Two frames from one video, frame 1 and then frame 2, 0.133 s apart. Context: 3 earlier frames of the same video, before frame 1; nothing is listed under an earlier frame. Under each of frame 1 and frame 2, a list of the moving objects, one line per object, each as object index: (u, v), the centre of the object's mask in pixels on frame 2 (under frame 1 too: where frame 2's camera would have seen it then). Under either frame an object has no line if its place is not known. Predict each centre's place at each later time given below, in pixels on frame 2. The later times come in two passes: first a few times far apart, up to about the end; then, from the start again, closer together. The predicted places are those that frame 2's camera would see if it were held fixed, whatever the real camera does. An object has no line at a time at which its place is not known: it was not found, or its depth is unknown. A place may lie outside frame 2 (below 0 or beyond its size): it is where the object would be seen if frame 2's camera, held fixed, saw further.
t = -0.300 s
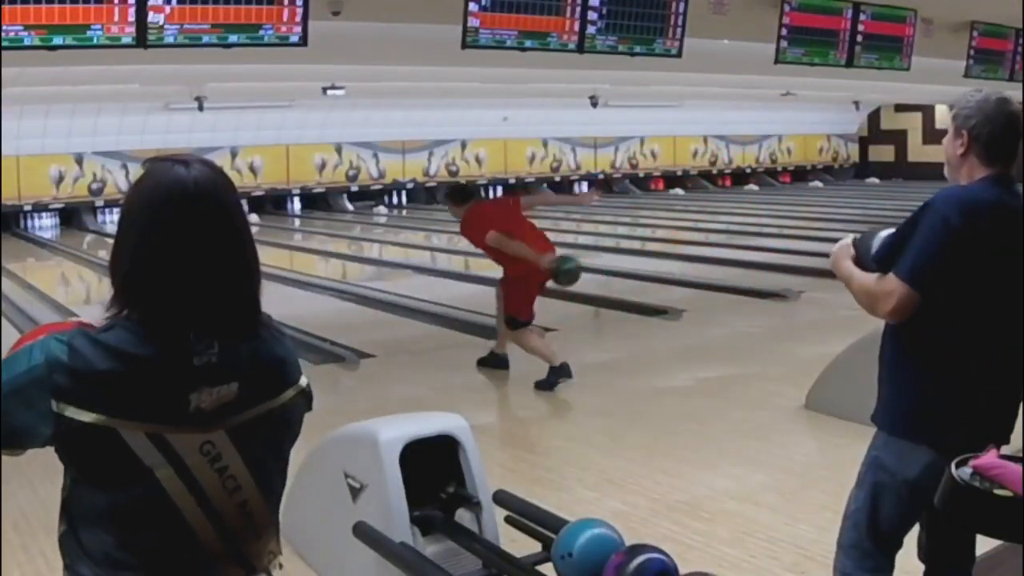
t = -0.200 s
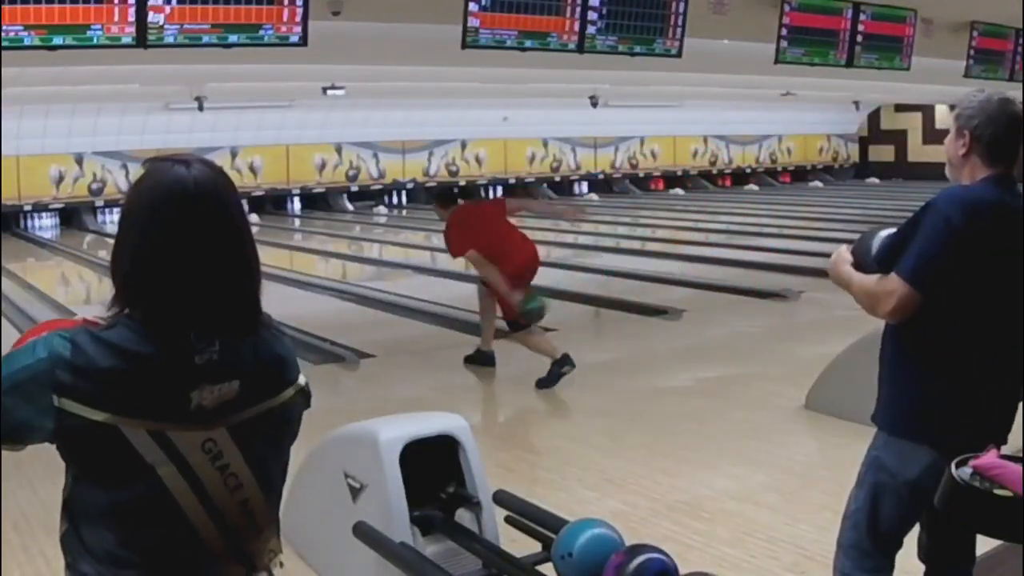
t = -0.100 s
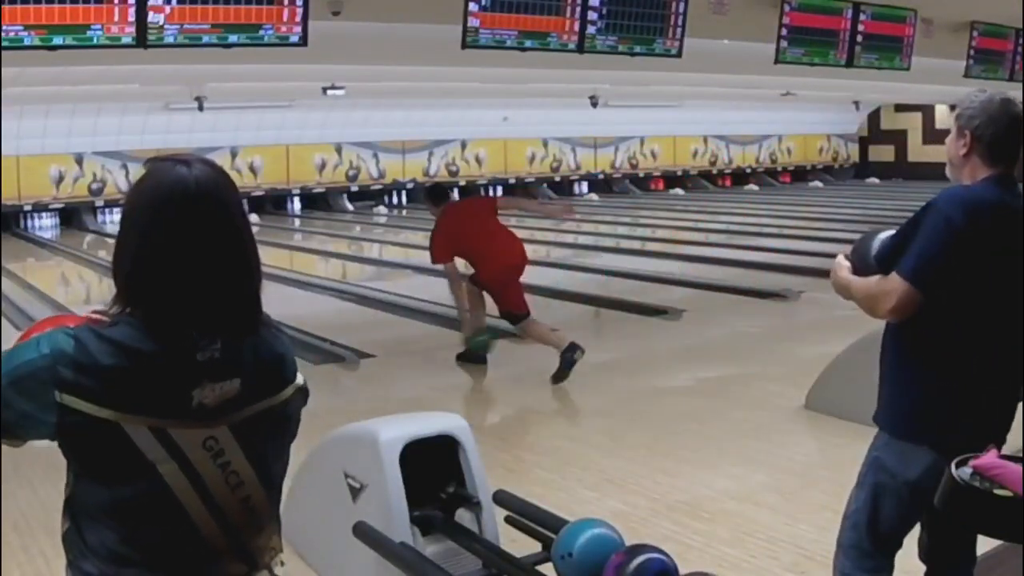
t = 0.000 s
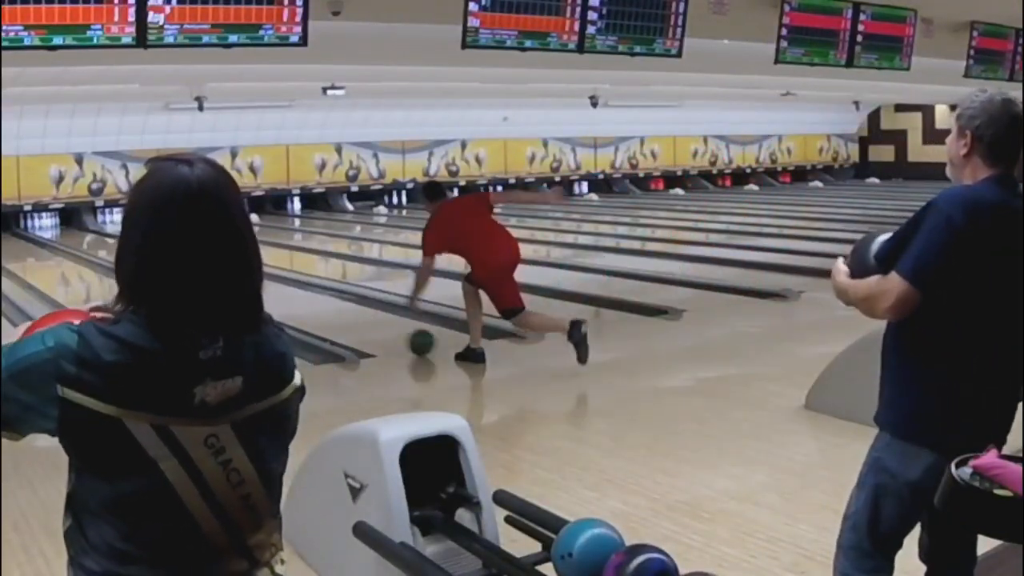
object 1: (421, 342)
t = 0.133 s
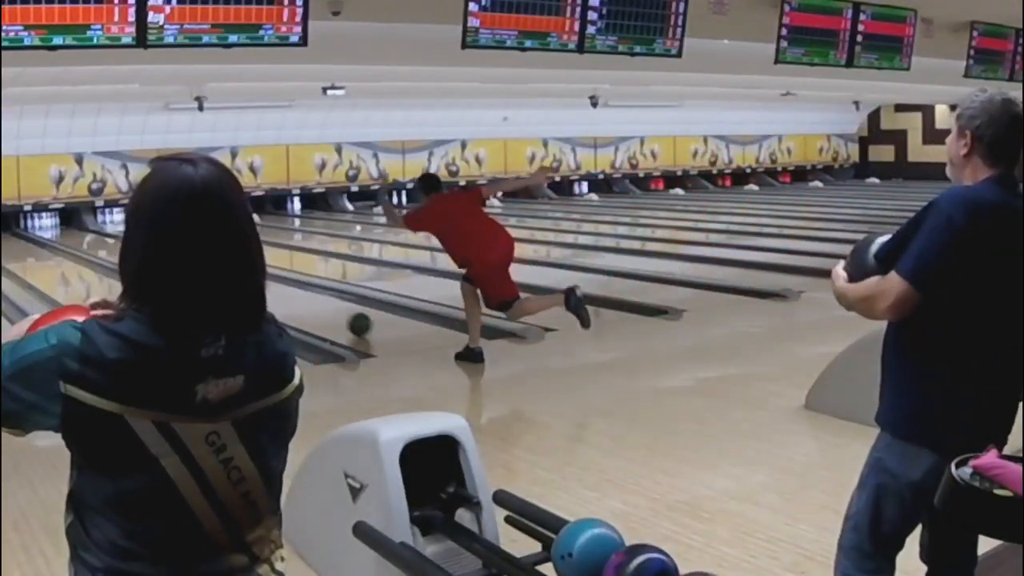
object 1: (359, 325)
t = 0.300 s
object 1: (298, 306)
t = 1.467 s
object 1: (98, 244)
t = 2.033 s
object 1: (59, 234)
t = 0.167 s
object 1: (346, 321)
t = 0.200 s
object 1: (333, 317)
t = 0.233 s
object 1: (321, 313)
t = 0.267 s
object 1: (309, 310)
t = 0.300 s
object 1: (298, 306)
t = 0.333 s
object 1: (288, 303)
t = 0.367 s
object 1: (278, 300)
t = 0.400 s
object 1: (272, 297)
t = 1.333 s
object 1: (110, 249)
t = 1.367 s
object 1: (107, 248)
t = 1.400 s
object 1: (104, 247)
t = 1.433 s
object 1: (100, 245)
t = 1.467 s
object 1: (98, 244)
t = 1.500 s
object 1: (95, 244)
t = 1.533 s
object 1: (91, 243)
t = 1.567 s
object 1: (89, 243)
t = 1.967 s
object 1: (61, 234)
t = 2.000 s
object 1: (59, 234)
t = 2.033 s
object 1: (59, 234)
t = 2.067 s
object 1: (57, 232)
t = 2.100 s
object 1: (55, 231)
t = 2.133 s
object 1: (53, 232)
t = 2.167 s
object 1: (53, 231)
